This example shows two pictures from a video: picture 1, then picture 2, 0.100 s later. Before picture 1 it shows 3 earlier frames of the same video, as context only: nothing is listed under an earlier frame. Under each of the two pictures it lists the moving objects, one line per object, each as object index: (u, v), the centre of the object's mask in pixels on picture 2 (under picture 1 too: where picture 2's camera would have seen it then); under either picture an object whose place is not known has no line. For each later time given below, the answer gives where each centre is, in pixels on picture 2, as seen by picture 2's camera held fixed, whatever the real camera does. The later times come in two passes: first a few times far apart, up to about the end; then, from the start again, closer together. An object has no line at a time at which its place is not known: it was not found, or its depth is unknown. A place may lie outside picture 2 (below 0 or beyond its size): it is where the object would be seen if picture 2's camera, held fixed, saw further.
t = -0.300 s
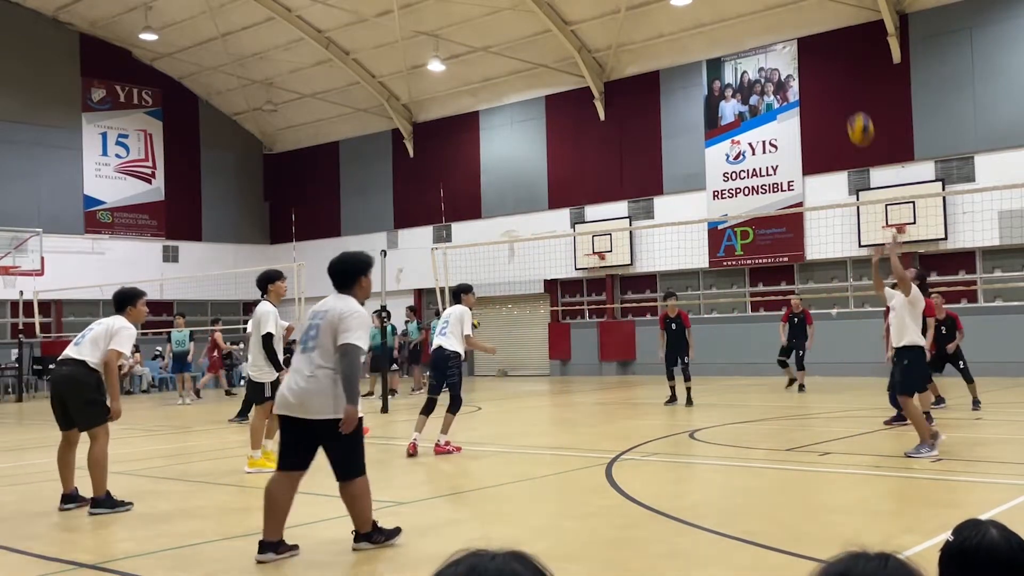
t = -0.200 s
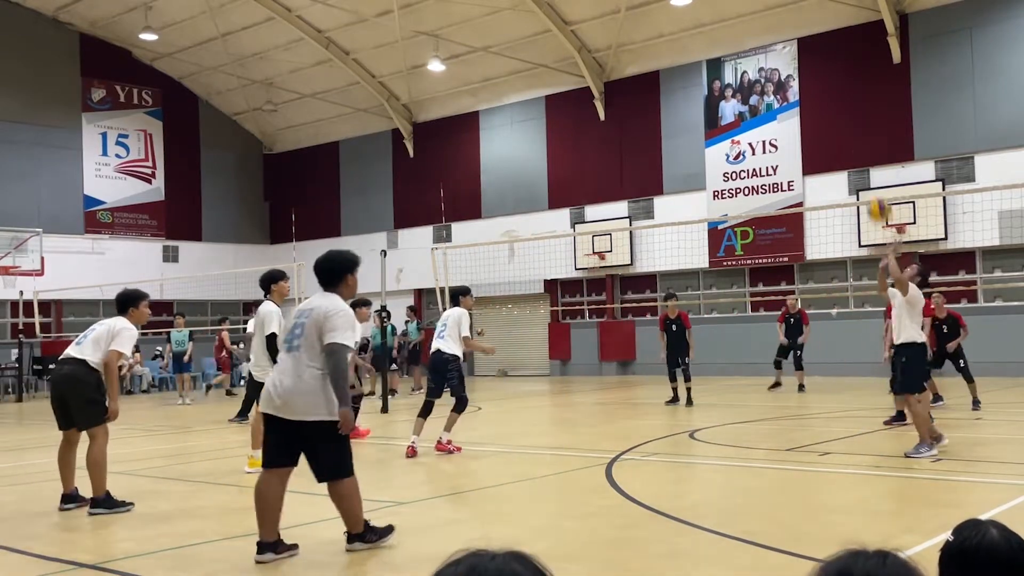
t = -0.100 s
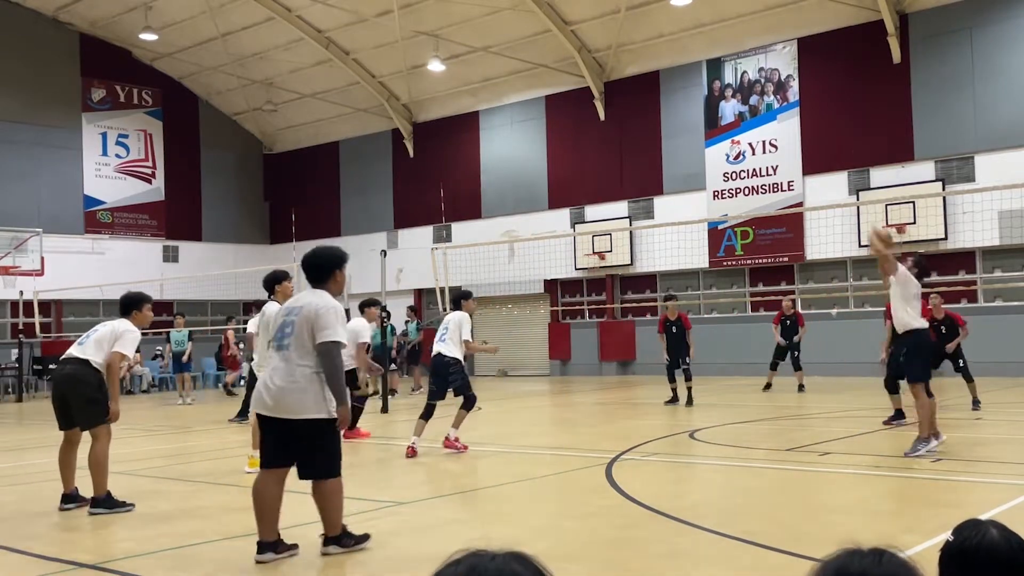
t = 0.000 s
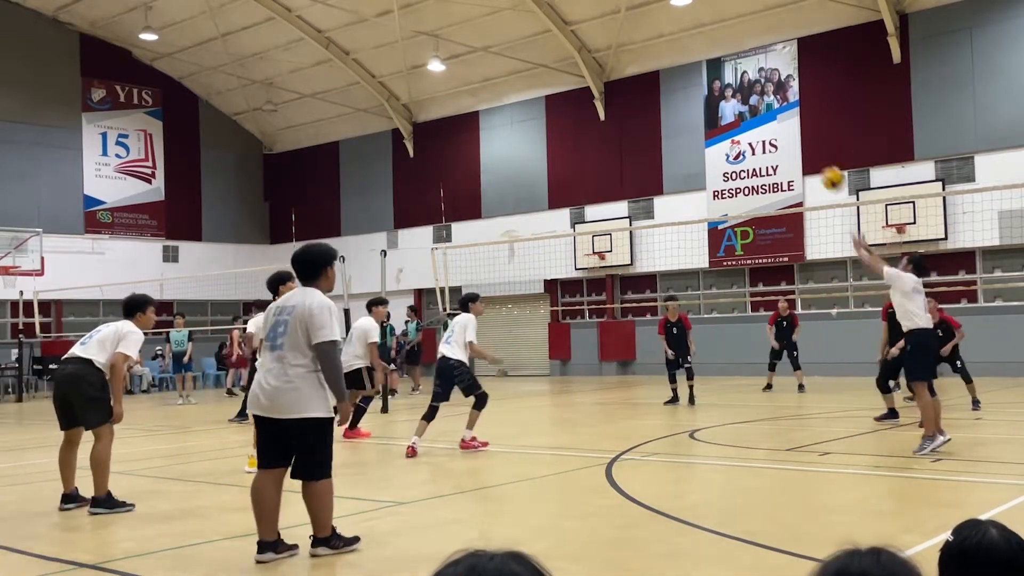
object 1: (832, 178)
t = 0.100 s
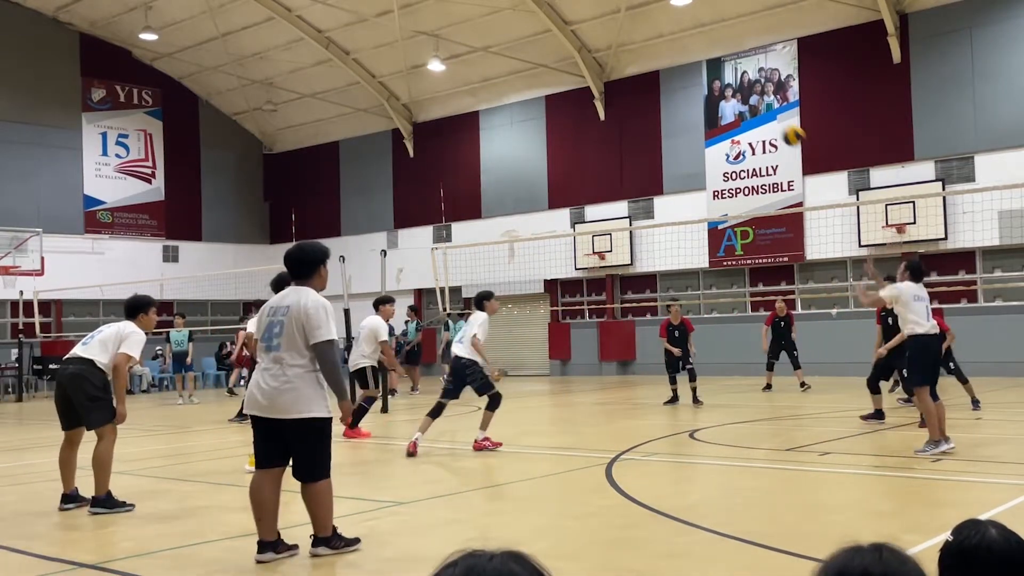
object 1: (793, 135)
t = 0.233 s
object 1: (746, 98)
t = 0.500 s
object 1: (674, 83)
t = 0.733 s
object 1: (626, 119)
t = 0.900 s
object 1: (597, 165)
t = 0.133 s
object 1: (780, 123)
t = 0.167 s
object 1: (768, 113)
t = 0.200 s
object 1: (757, 105)
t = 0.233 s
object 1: (746, 98)
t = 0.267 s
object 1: (736, 93)
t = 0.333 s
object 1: (716, 84)
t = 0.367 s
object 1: (707, 82)
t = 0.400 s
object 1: (698, 81)
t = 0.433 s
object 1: (690, 81)
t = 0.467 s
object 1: (682, 81)
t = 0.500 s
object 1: (674, 83)
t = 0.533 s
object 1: (666, 86)
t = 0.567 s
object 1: (658, 90)
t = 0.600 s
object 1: (651, 95)
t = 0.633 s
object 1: (644, 100)
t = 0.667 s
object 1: (638, 105)
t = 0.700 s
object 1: (632, 112)
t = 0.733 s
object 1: (626, 119)
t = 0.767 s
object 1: (619, 126)
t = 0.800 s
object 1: (613, 135)
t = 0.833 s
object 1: (608, 144)
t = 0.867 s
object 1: (603, 154)
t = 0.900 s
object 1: (597, 165)
